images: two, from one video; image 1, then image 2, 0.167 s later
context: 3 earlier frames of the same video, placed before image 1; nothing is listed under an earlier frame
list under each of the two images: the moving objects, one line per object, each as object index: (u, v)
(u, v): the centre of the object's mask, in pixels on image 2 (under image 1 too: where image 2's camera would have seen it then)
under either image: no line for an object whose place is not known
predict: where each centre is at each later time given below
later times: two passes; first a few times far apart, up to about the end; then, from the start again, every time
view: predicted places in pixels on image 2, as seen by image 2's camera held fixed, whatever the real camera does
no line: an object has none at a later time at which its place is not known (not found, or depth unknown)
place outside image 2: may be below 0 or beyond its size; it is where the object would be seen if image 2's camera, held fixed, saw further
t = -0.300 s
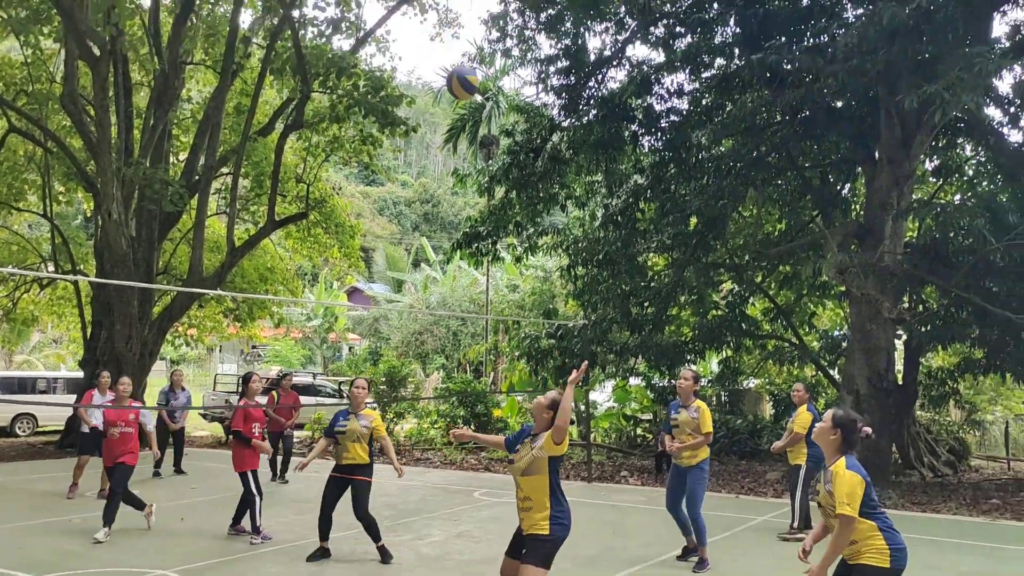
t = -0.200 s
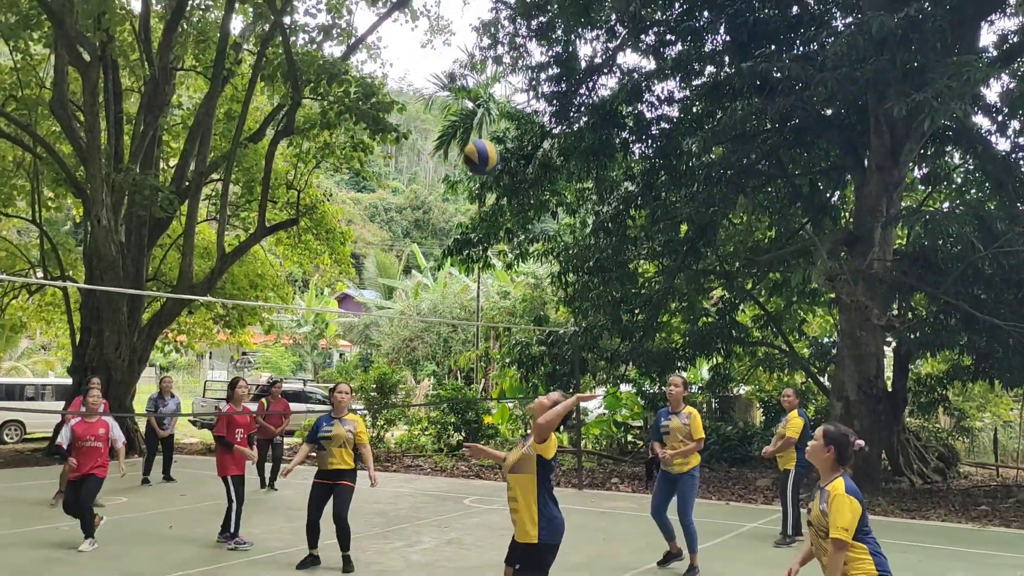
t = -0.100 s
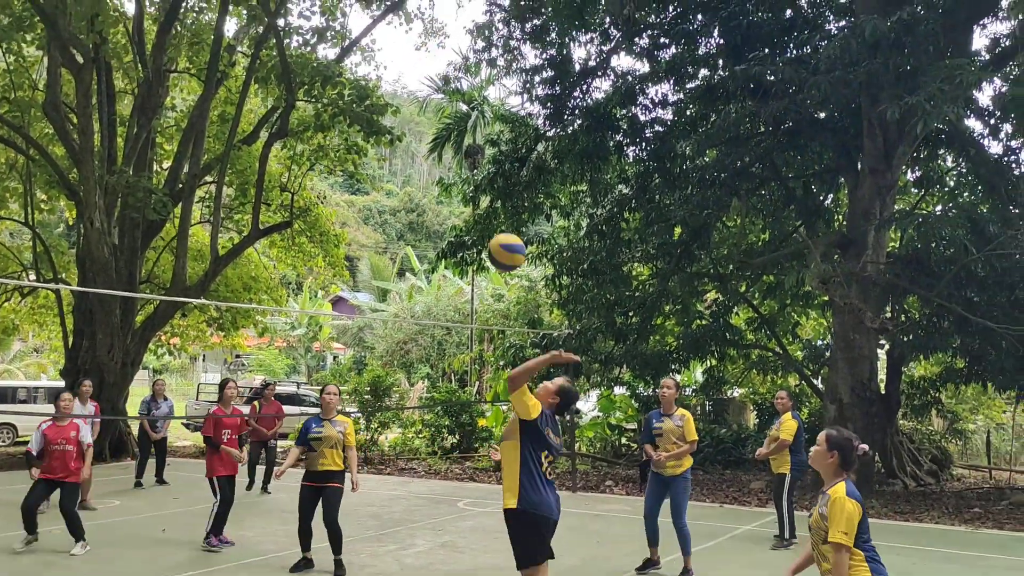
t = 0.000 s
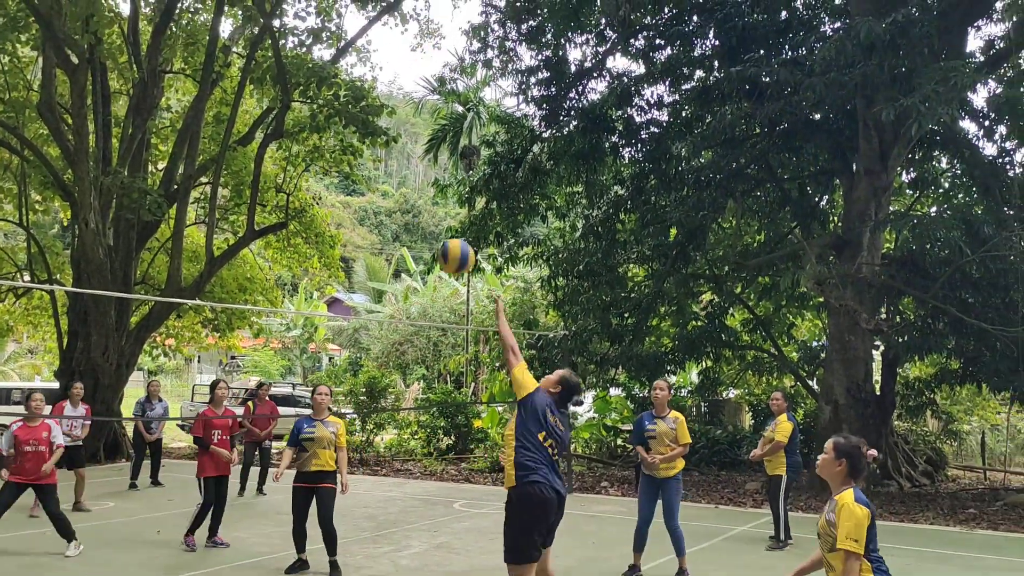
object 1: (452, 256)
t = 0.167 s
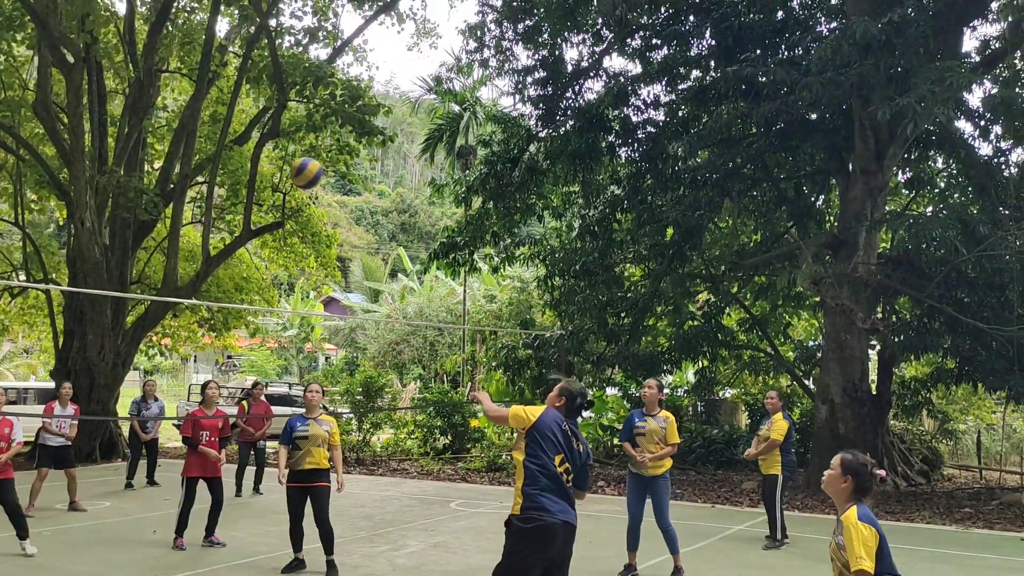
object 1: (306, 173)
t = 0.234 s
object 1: (258, 157)
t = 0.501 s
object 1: (100, 159)
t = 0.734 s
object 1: (-11, 222)
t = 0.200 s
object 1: (282, 164)
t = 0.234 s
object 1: (258, 157)
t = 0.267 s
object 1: (236, 151)
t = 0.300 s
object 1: (214, 148)
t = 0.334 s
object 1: (193, 146)
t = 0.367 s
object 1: (174, 147)
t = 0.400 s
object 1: (154, 147)
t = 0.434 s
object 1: (136, 150)
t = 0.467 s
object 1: (119, 154)
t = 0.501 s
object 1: (100, 159)
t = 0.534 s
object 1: (83, 165)
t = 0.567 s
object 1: (68, 173)
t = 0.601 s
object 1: (52, 180)
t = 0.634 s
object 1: (36, 190)
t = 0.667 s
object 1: (21, 200)
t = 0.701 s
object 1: (5, 210)
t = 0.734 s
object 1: (-11, 222)
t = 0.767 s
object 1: (-24, 235)
